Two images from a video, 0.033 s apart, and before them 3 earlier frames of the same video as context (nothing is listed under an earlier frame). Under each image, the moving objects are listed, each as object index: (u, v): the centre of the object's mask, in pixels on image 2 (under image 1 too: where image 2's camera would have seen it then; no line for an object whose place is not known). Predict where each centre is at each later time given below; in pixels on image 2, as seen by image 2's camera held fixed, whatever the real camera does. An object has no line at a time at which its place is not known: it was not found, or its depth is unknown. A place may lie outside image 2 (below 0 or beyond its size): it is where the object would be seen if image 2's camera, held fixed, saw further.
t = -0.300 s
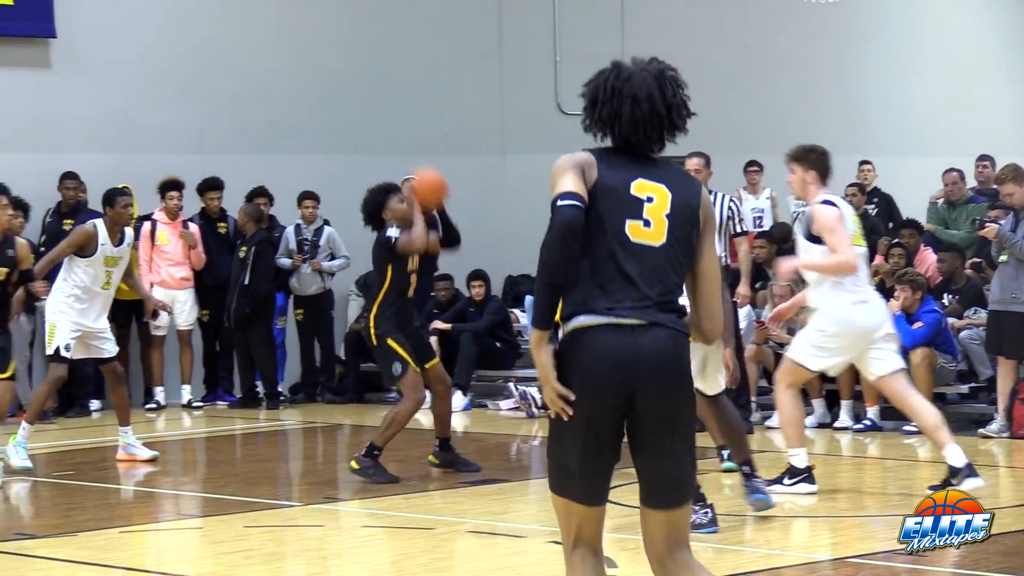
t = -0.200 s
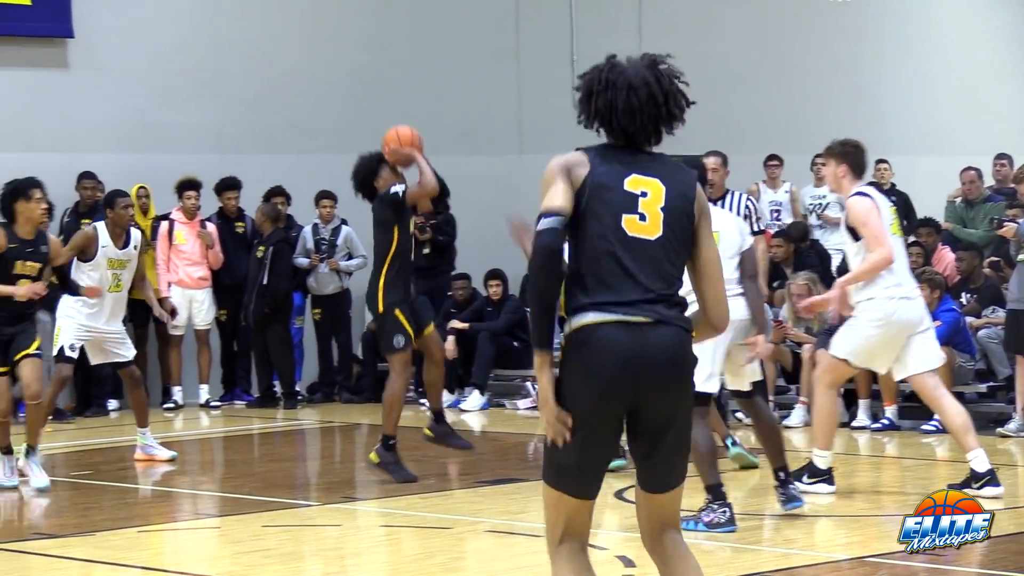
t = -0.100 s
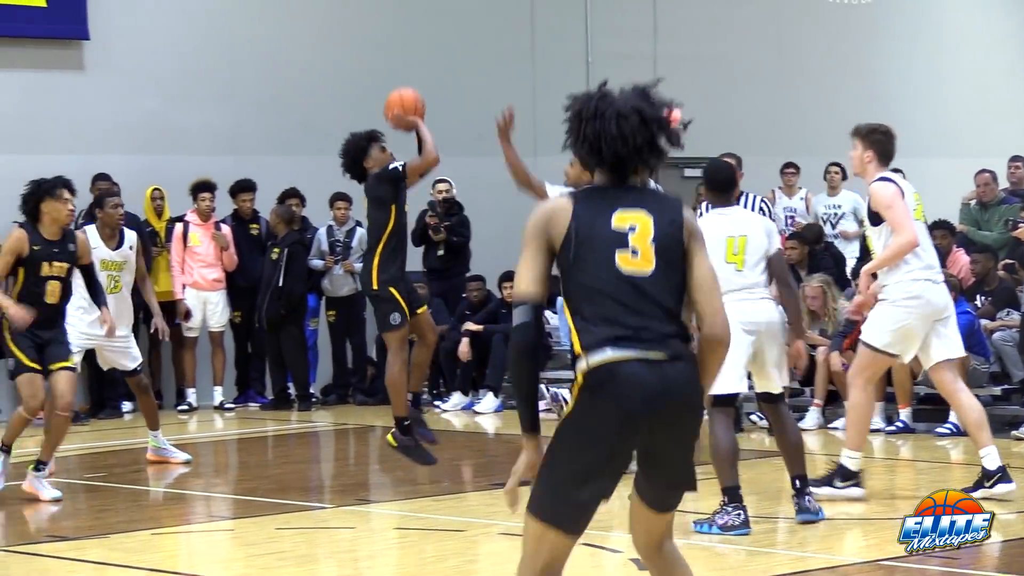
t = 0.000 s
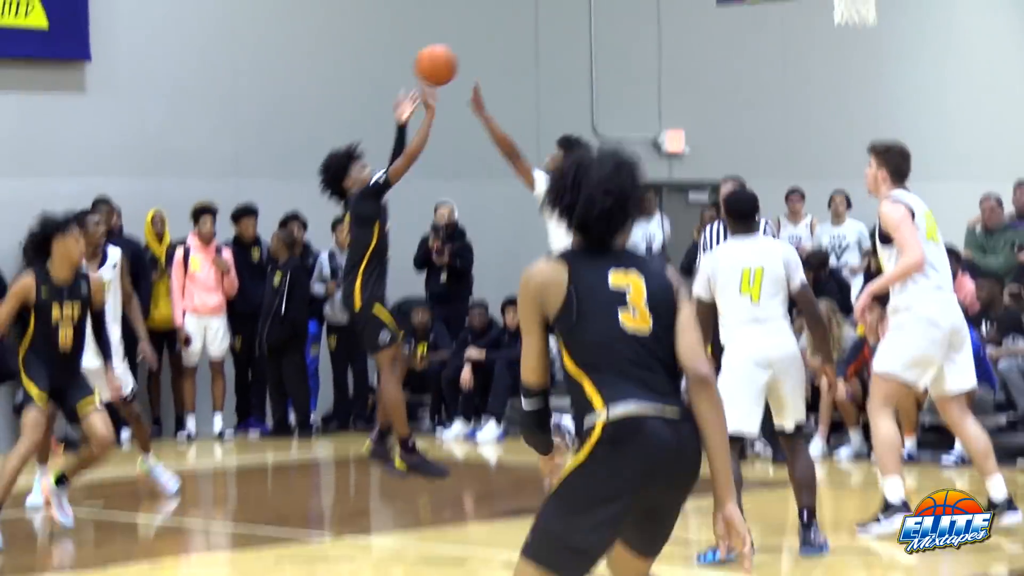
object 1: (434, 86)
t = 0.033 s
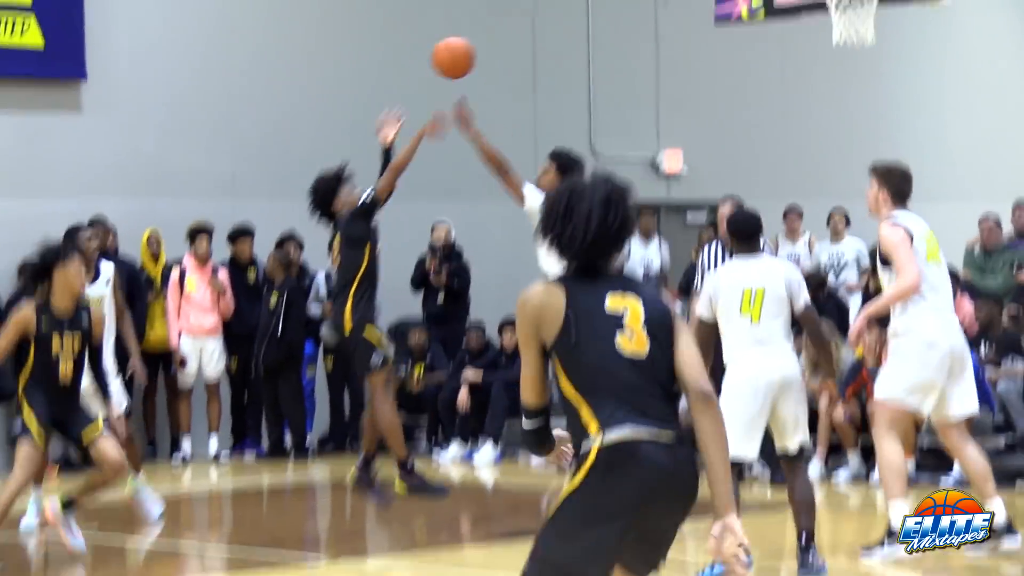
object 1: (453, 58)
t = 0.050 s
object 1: (464, 43)
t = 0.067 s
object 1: (474, 29)
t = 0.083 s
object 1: (485, 16)
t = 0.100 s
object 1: (496, 3)
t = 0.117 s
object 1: (507, -10)
